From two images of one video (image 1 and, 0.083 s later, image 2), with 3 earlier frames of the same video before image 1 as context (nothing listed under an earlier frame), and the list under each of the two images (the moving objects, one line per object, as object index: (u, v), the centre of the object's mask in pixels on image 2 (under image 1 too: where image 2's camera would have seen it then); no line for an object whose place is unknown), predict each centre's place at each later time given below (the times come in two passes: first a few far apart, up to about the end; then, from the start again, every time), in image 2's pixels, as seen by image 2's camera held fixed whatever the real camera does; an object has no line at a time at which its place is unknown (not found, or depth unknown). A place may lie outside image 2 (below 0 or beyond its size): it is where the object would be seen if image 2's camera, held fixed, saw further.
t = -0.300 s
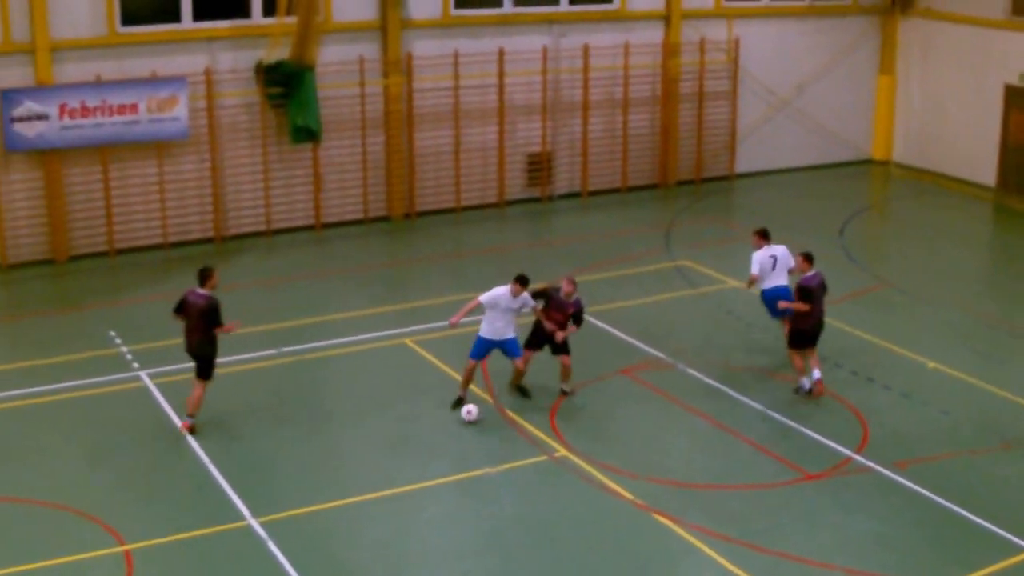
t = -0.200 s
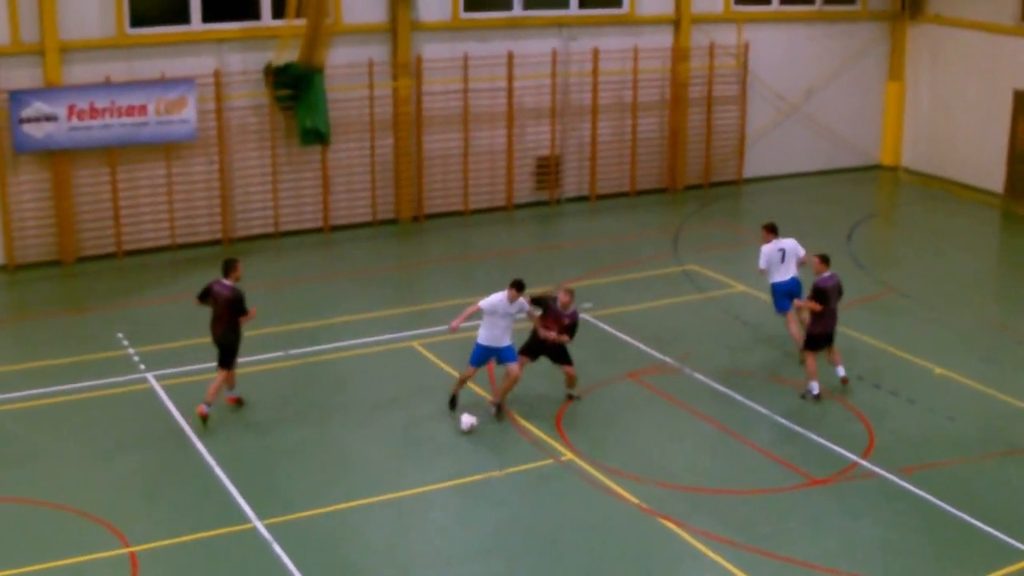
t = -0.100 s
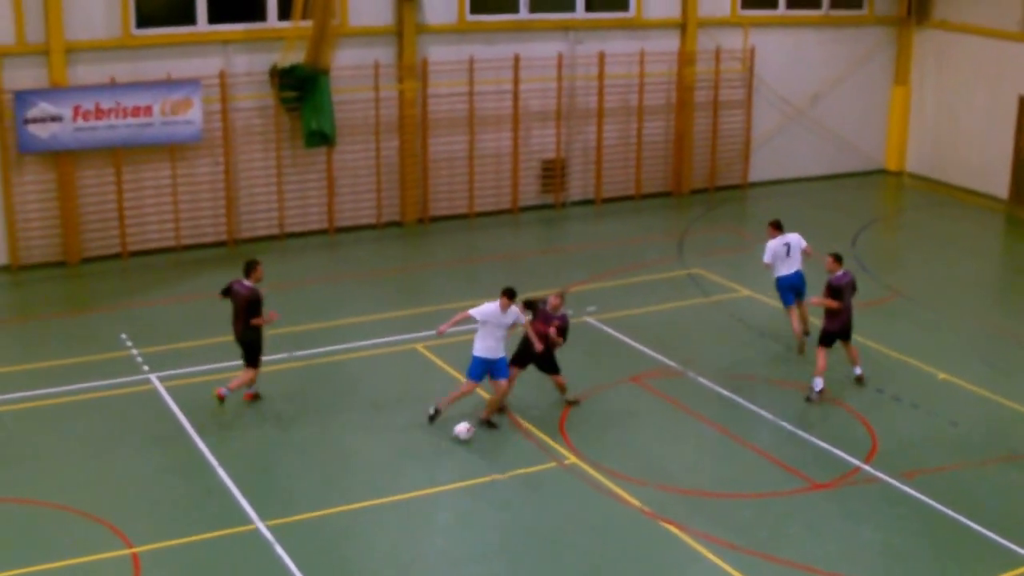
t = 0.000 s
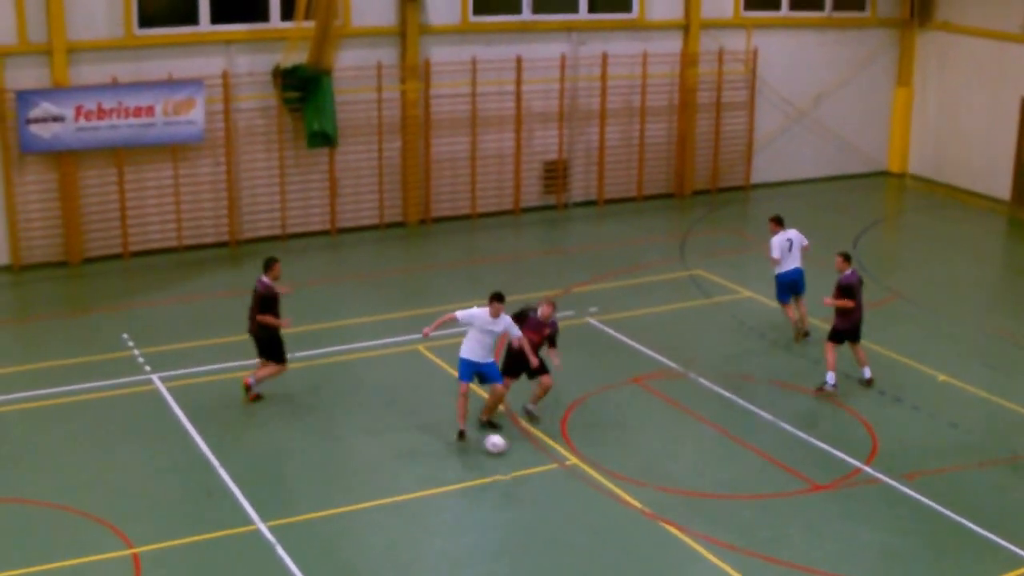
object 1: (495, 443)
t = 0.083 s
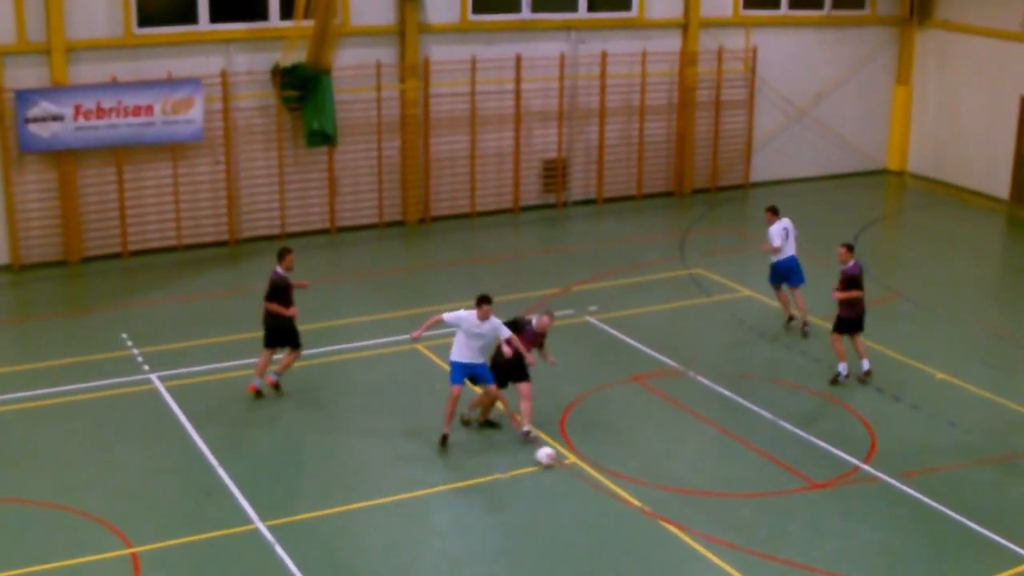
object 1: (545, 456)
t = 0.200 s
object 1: (614, 474)
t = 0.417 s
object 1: (737, 506)
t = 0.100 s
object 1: (555, 458)
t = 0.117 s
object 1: (565, 461)
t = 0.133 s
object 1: (574, 464)
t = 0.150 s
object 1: (584, 467)
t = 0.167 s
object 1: (595, 469)
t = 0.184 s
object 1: (604, 471)
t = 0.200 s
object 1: (614, 474)
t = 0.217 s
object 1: (623, 476)
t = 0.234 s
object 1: (633, 478)
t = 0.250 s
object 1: (642, 481)
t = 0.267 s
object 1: (652, 483)
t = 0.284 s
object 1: (661, 486)
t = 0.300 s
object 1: (671, 489)
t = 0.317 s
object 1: (680, 491)
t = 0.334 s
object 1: (690, 493)
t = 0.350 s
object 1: (700, 496)
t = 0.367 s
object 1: (709, 499)
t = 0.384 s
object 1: (718, 501)
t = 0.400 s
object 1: (728, 503)
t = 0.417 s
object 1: (737, 506)
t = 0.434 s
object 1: (746, 508)
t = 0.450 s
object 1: (755, 511)
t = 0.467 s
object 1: (764, 513)
